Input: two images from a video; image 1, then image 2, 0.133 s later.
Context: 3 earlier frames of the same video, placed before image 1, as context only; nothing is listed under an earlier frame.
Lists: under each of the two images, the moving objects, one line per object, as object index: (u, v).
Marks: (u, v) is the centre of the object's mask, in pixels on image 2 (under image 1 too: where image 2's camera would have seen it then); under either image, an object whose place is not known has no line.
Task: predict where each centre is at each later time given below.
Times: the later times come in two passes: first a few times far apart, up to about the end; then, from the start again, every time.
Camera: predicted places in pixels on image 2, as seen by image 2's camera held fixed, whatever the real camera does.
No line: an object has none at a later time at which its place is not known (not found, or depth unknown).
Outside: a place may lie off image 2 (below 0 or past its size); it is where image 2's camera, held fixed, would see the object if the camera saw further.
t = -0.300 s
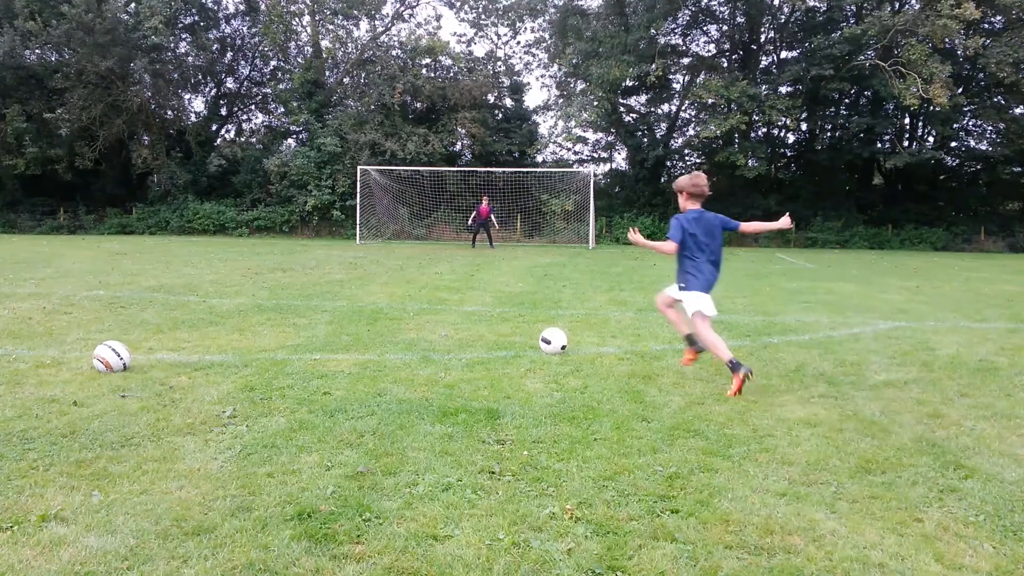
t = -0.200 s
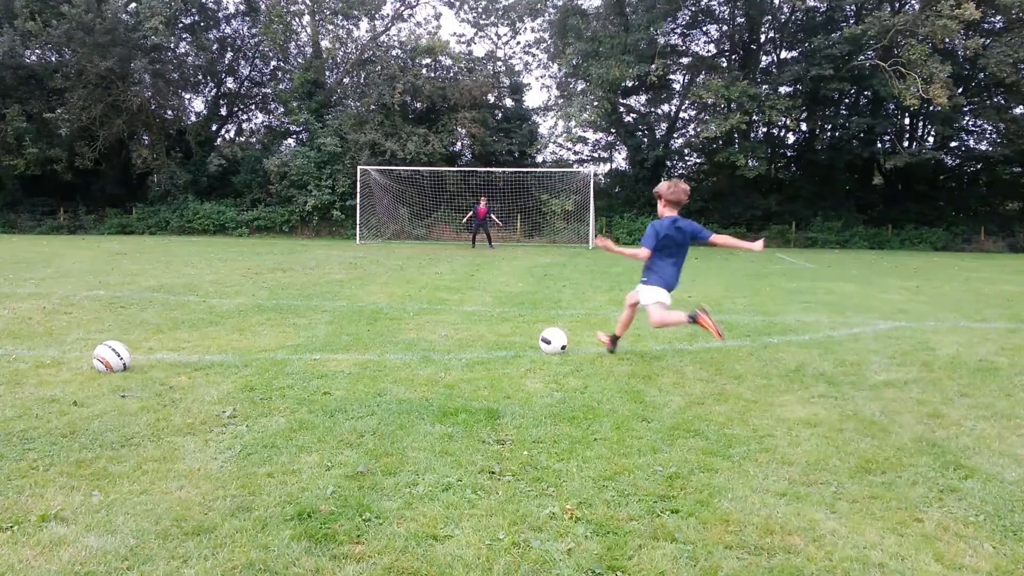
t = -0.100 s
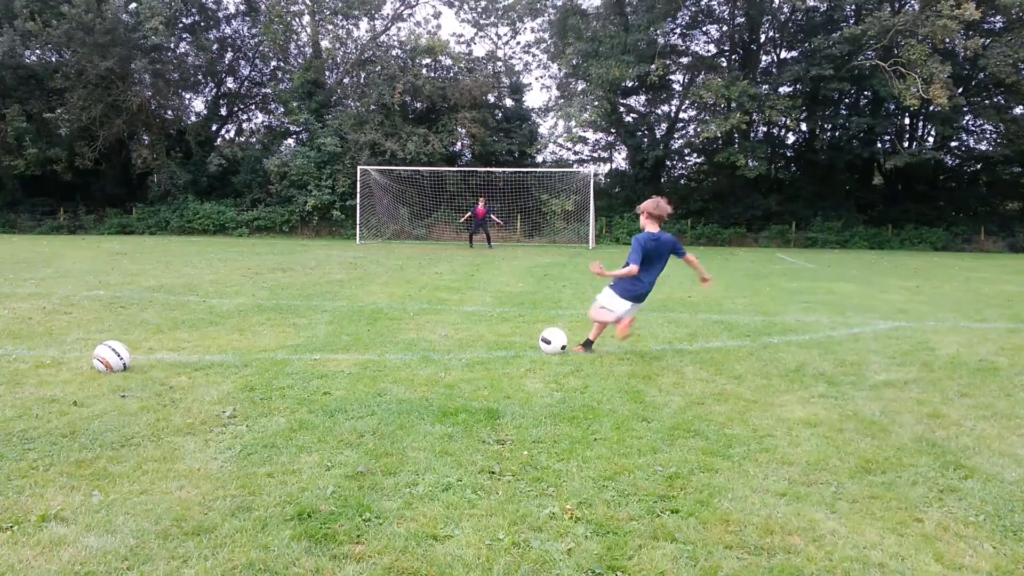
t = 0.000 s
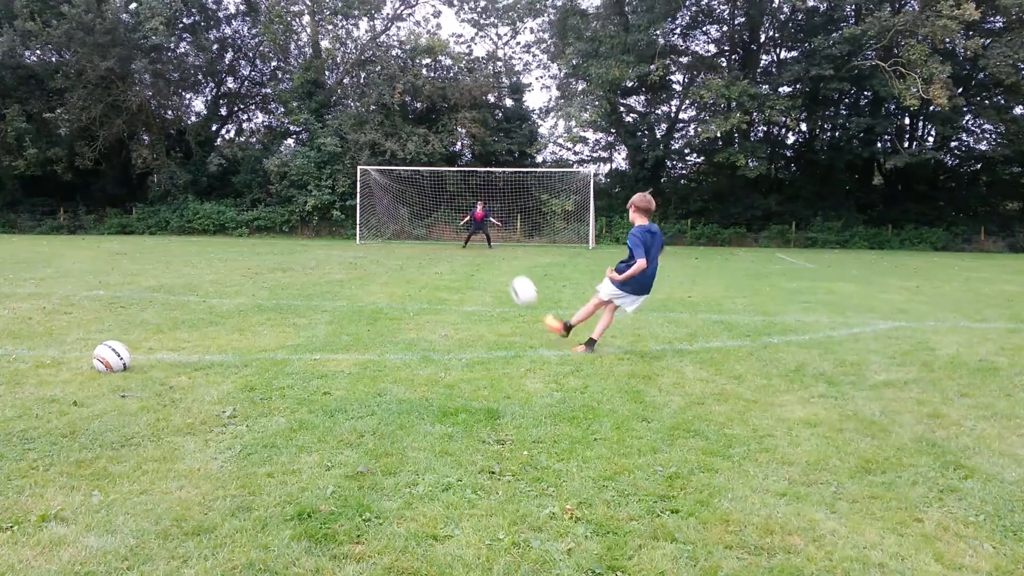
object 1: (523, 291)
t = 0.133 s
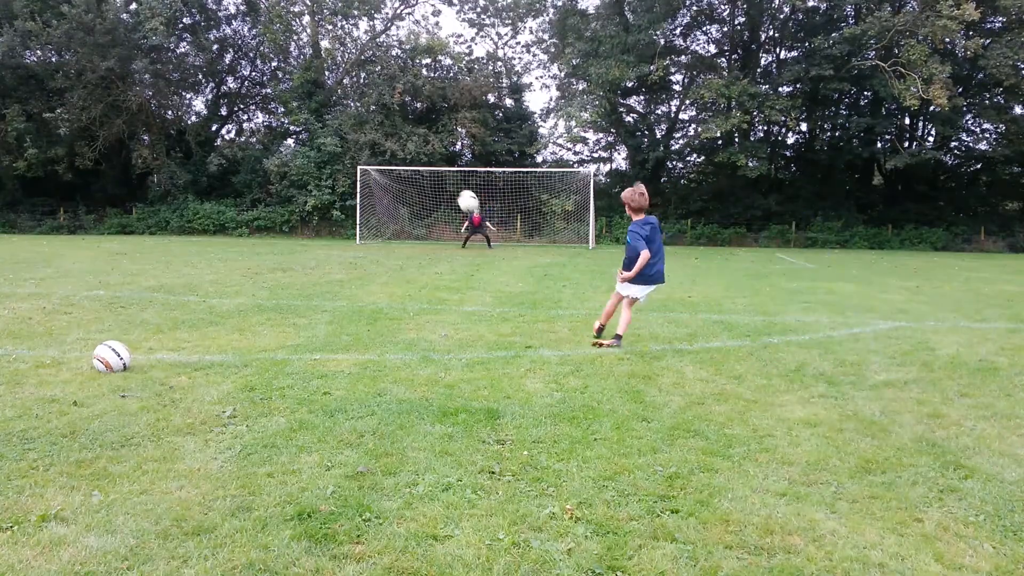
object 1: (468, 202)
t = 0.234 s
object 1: (442, 164)
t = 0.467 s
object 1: (407, 129)
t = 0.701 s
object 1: (387, 128)
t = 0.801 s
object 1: (382, 134)
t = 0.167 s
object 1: (458, 187)
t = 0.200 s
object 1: (450, 174)
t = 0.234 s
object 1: (442, 164)
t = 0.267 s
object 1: (436, 156)
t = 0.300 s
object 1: (430, 149)
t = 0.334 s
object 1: (424, 143)
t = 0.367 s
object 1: (419, 138)
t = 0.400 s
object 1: (415, 134)
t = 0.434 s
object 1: (411, 131)
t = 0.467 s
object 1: (407, 129)
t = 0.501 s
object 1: (403, 127)
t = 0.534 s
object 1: (400, 126)
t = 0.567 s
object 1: (397, 126)
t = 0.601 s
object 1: (394, 126)
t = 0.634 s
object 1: (392, 127)
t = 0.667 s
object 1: (390, 127)
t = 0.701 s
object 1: (387, 128)
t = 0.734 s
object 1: (386, 130)
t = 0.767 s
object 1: (384, 132)
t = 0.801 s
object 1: (382, 134)
